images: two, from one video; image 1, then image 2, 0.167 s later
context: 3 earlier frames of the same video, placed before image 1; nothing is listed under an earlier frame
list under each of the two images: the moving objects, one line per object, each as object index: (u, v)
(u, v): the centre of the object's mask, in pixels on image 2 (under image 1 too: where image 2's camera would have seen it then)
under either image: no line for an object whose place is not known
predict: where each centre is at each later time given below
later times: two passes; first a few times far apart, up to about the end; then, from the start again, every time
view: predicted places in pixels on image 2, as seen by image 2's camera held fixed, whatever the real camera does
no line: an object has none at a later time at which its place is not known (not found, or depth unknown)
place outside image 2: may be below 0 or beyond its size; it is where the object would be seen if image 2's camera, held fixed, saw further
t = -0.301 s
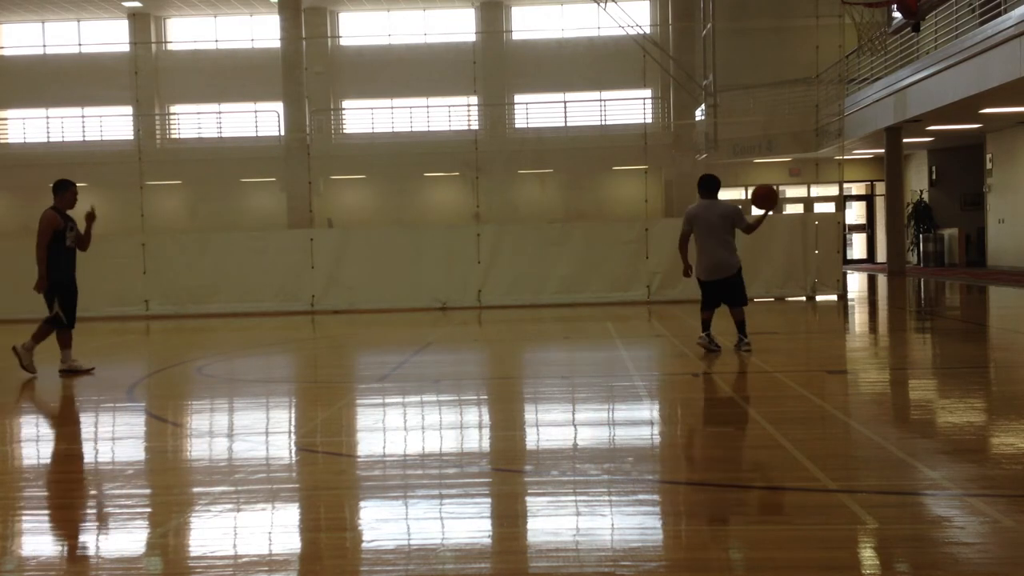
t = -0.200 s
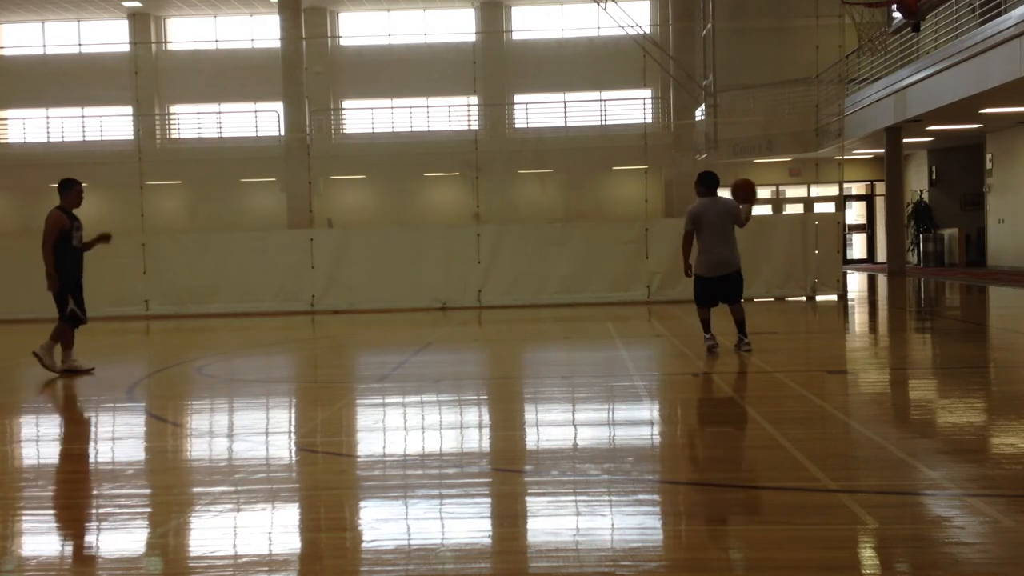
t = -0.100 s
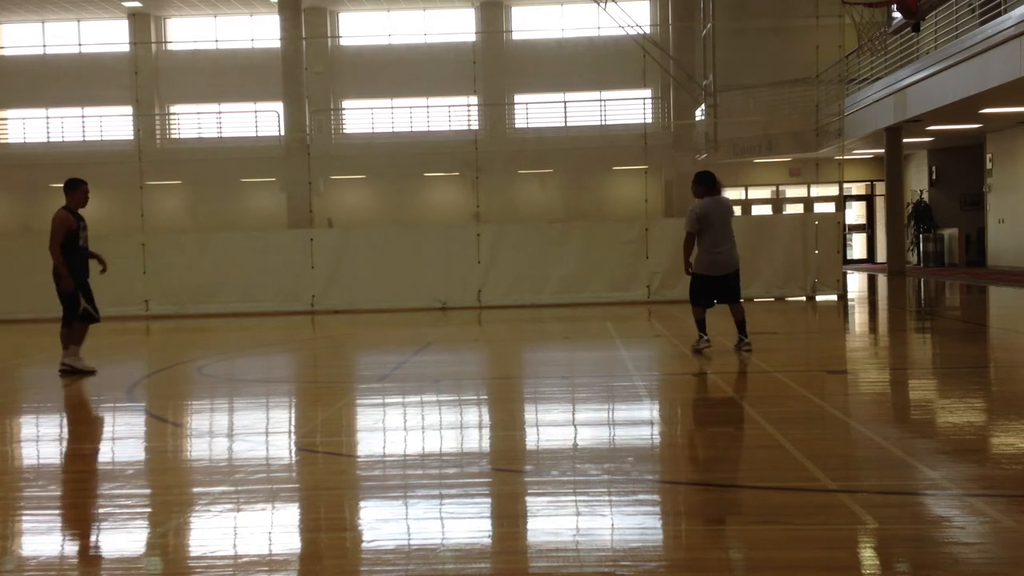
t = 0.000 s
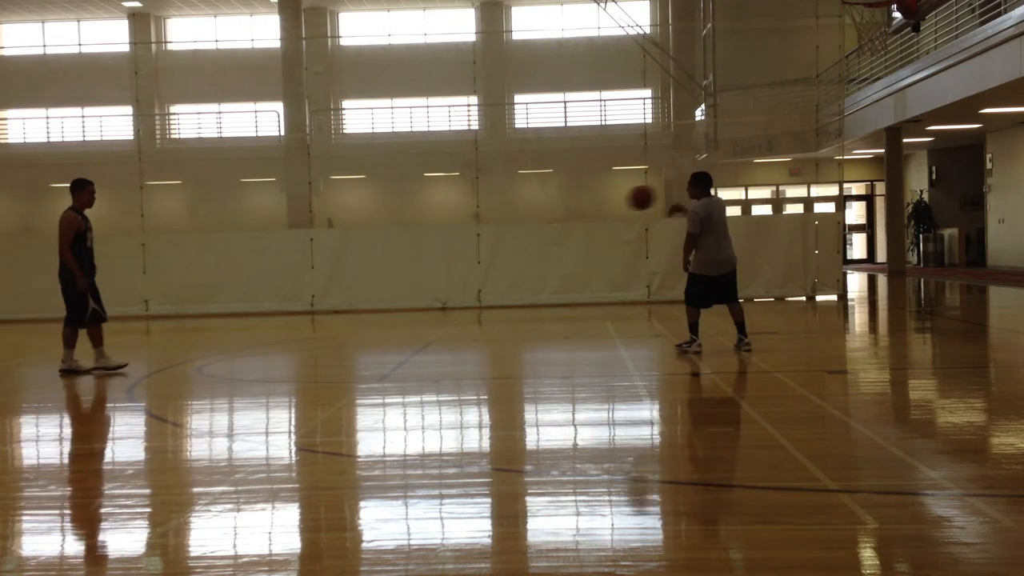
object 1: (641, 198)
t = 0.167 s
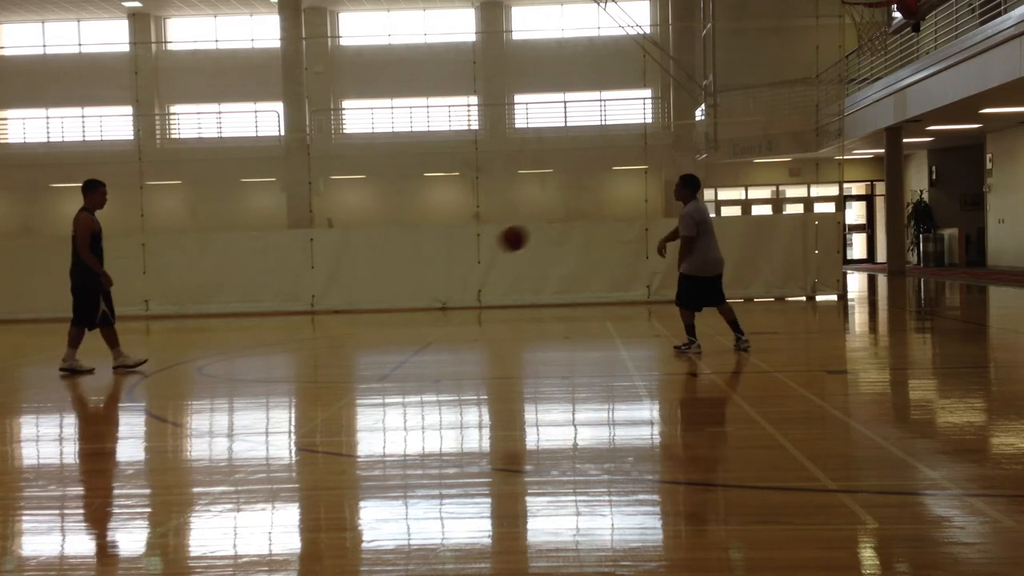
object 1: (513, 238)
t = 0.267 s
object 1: (435, 278)
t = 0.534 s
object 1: (270, 303)
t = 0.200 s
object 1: (487, 250)
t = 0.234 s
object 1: (461, 263)
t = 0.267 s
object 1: (435, 278)
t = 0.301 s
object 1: (409, 293)
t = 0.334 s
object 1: (383, 310)
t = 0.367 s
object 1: (356, 329)
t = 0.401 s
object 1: (330, 348)
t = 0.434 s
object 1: (314, 340)
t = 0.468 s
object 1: (300, 327)
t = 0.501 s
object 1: (284, 314)
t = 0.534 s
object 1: (270, 303)
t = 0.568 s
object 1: (256, 292)
